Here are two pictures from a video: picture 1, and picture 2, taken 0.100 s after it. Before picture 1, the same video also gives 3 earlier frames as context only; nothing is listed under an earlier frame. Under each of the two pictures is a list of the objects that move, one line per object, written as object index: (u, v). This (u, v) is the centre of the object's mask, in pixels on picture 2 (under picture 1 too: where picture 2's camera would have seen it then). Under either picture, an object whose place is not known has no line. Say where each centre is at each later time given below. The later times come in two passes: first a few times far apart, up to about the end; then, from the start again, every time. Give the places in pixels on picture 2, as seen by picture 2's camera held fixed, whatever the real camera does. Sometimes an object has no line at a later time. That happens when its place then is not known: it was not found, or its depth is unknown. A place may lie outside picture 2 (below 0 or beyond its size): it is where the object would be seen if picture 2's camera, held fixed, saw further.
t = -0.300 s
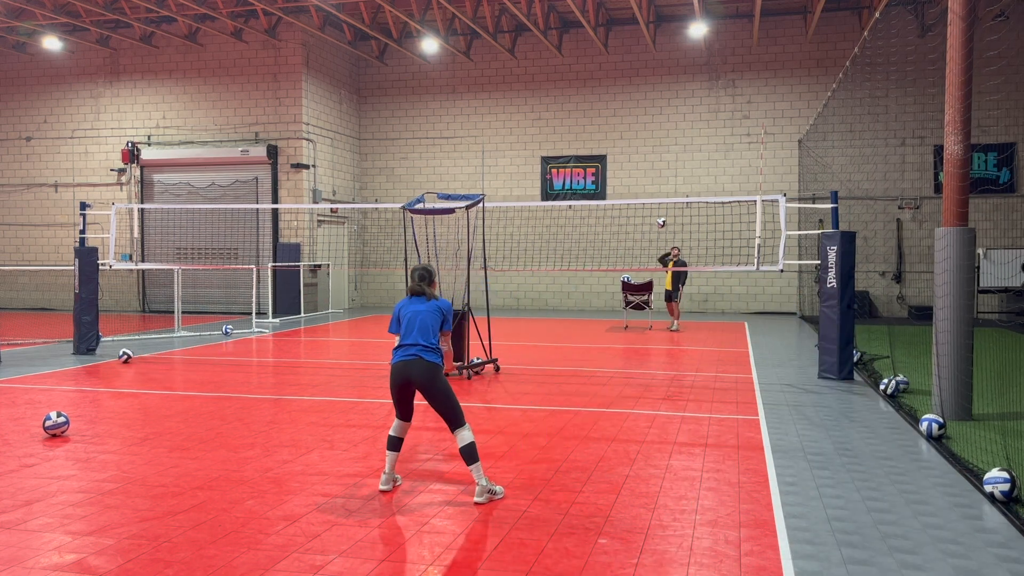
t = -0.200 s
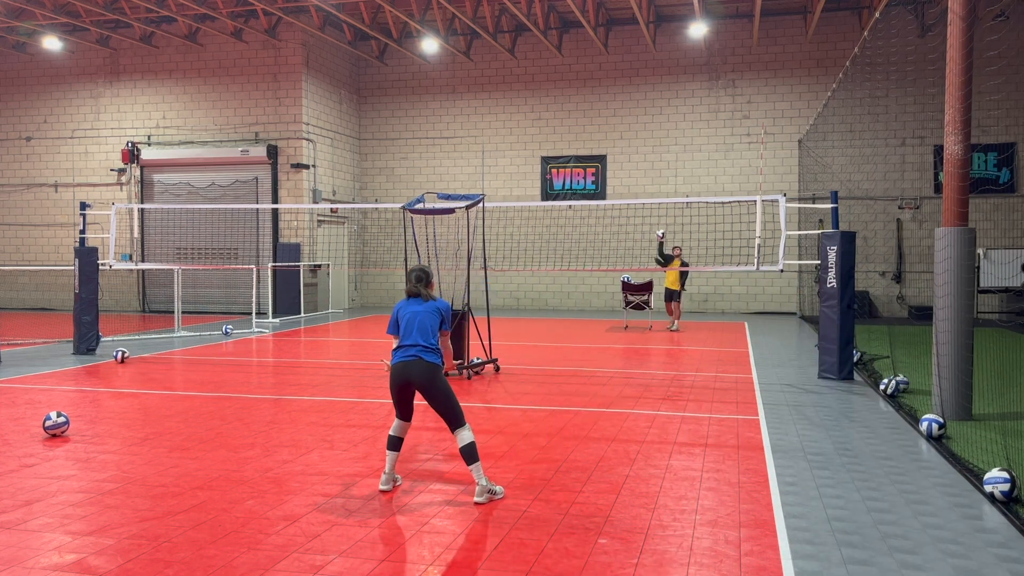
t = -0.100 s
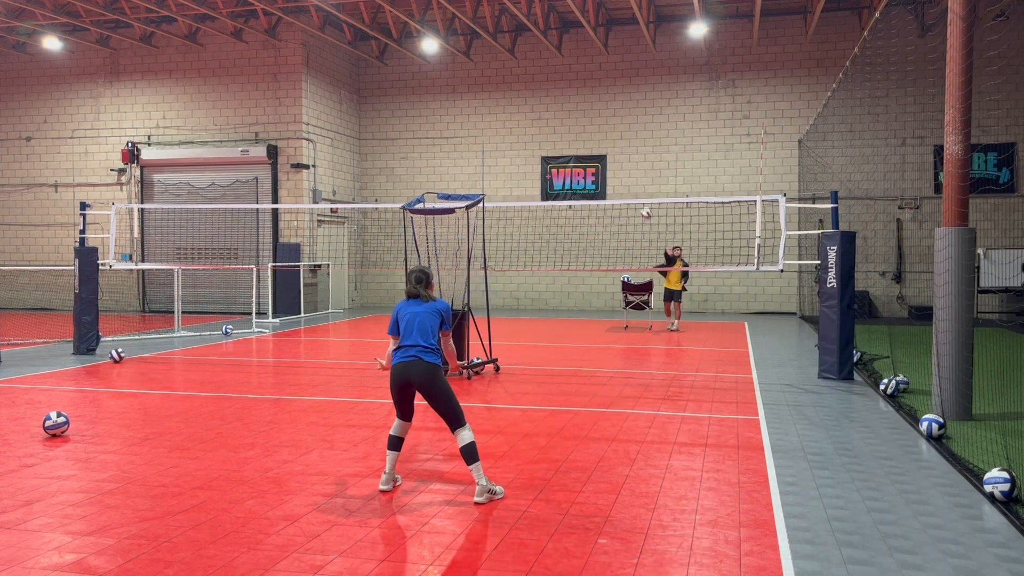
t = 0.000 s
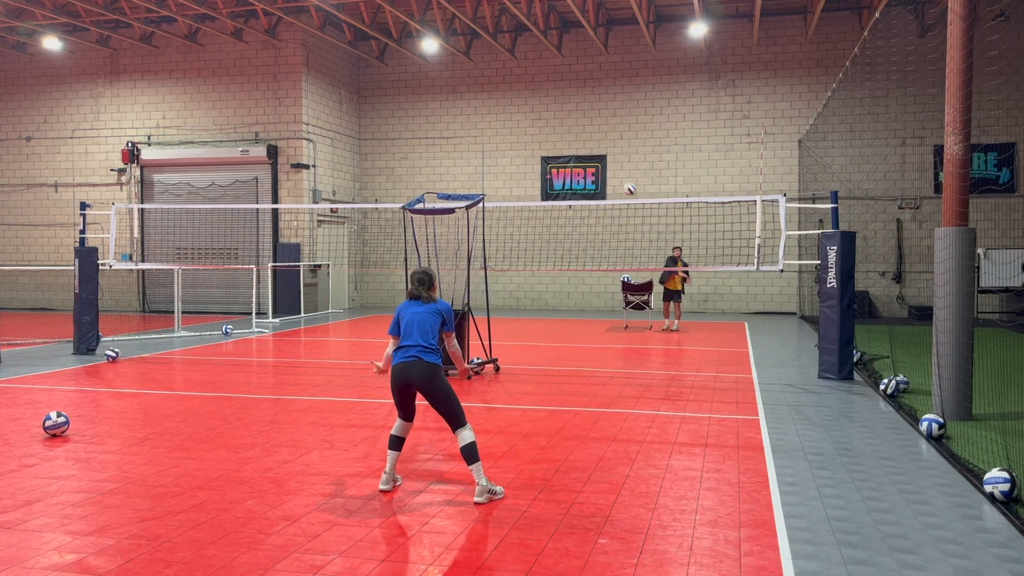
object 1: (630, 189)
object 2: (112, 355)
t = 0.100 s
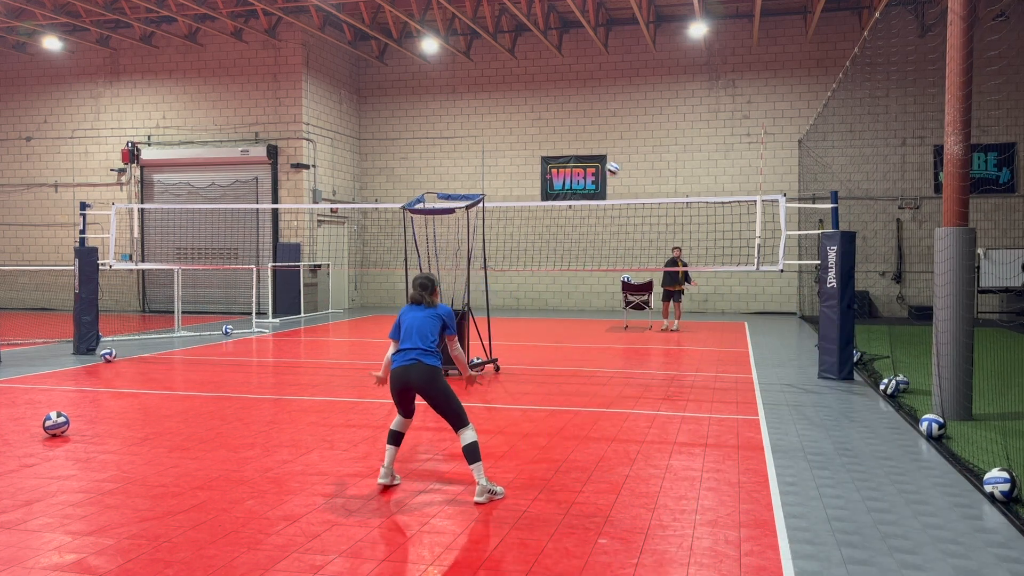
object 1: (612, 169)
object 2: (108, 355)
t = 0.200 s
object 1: (595, 153)
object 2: (104, 354)
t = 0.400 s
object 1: (554, 135)
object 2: (96, 354)
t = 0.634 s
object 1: (495, 149)
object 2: (86, 353)
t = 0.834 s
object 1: (424, 209)
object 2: (78, 353)
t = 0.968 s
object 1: (363, 290)
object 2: (73, 353)
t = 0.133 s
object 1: (606, 163)
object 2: (107, 355)
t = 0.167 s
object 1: (600, 158)
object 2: (106, 354)
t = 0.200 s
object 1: (595, 153)
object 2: (104, 354)
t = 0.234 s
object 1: (588, 149)
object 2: (103, 354)
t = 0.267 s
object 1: (582, 145)
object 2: (101, 354)
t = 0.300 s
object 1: (575, 141)
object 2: (100, 354)
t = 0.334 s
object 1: (569, 138)
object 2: (98, 354)
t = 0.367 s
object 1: (561, 136)
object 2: (97, 354)
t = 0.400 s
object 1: (554, 135)
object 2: (96, 354)
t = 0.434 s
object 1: (547, 134)
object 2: (94, 354)
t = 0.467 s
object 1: (539, 134)
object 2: (93, 354)
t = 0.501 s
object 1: (531, 135)
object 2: (91, 354)
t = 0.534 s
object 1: (523, 137)
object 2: (90, 354)
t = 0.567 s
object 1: (514, 140)
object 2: (89, 354)
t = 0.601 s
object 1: (505, 144)
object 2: (87, 354)
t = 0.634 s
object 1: (495, 149)
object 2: (86, 353)
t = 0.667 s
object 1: (485, 155)
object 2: (85, 353)
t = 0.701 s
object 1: (474, 163)
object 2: (83, 353)
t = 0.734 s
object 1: (463, 172)
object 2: (82, 353)
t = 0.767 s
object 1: (451, 182)
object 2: (81, 353)
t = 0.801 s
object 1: (438, 194)
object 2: (79, 353)
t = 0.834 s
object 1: (424, 209)
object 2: (78, 353)
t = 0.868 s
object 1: (411, 226)
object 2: (77, 353)
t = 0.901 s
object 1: (396, 244)
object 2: (76, 353)
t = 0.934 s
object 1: (380, 266)
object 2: (74, 353)
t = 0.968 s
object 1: (363, 290)
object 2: (73, 353)
